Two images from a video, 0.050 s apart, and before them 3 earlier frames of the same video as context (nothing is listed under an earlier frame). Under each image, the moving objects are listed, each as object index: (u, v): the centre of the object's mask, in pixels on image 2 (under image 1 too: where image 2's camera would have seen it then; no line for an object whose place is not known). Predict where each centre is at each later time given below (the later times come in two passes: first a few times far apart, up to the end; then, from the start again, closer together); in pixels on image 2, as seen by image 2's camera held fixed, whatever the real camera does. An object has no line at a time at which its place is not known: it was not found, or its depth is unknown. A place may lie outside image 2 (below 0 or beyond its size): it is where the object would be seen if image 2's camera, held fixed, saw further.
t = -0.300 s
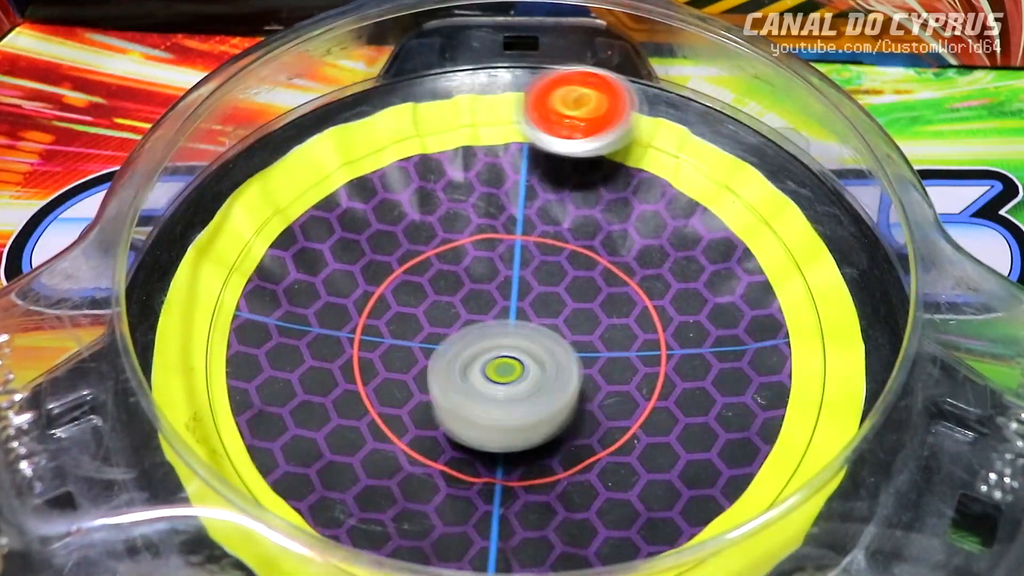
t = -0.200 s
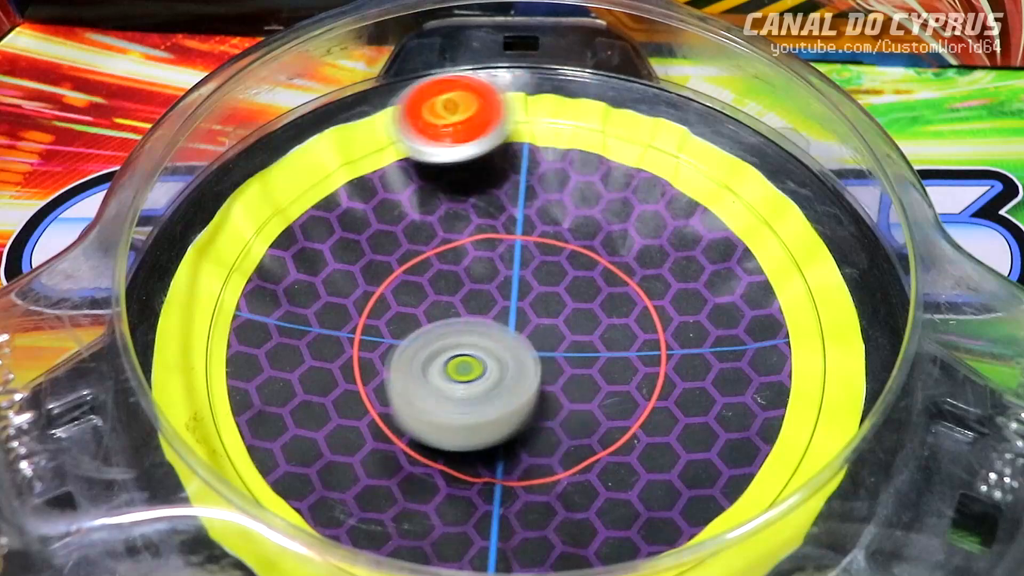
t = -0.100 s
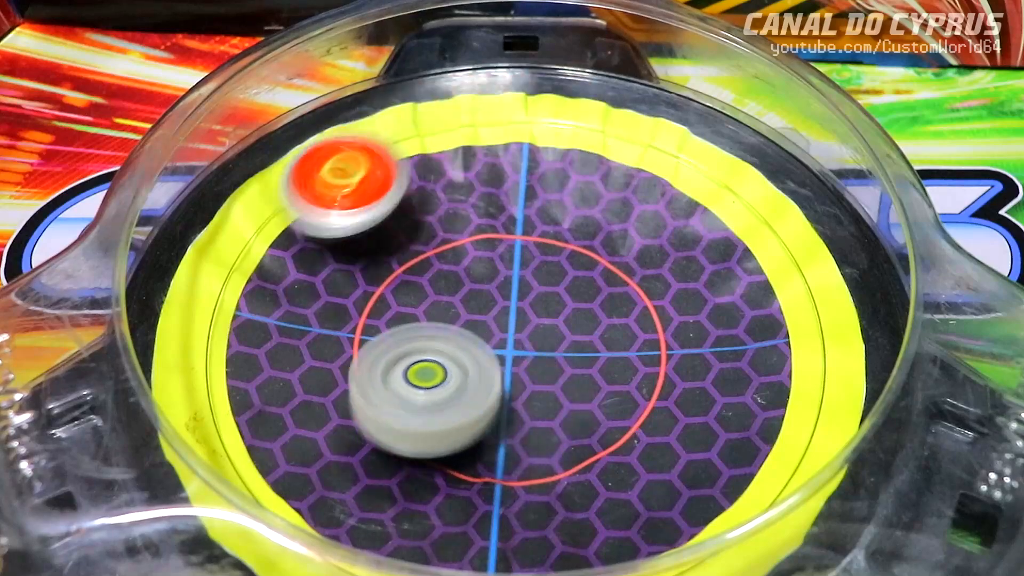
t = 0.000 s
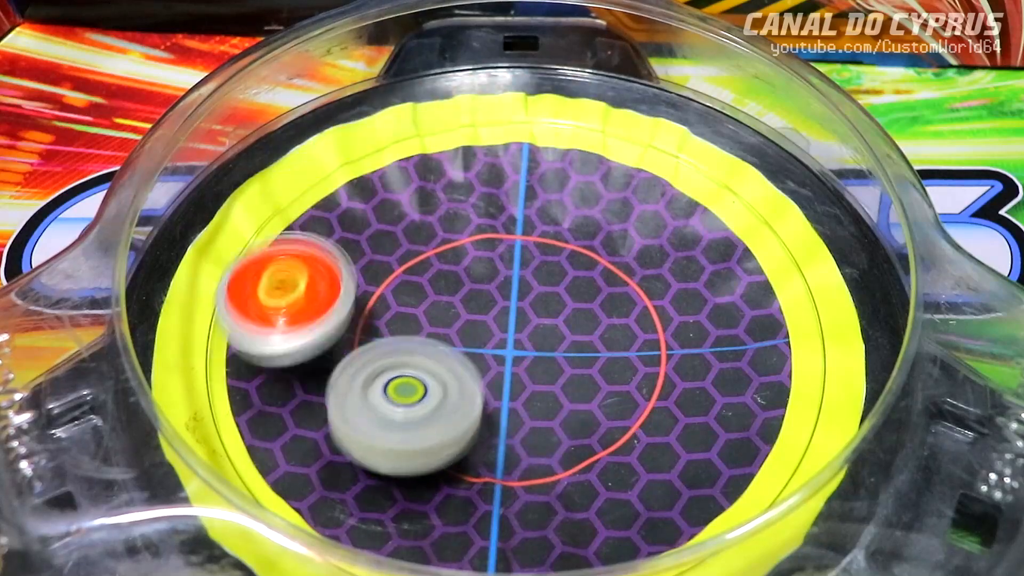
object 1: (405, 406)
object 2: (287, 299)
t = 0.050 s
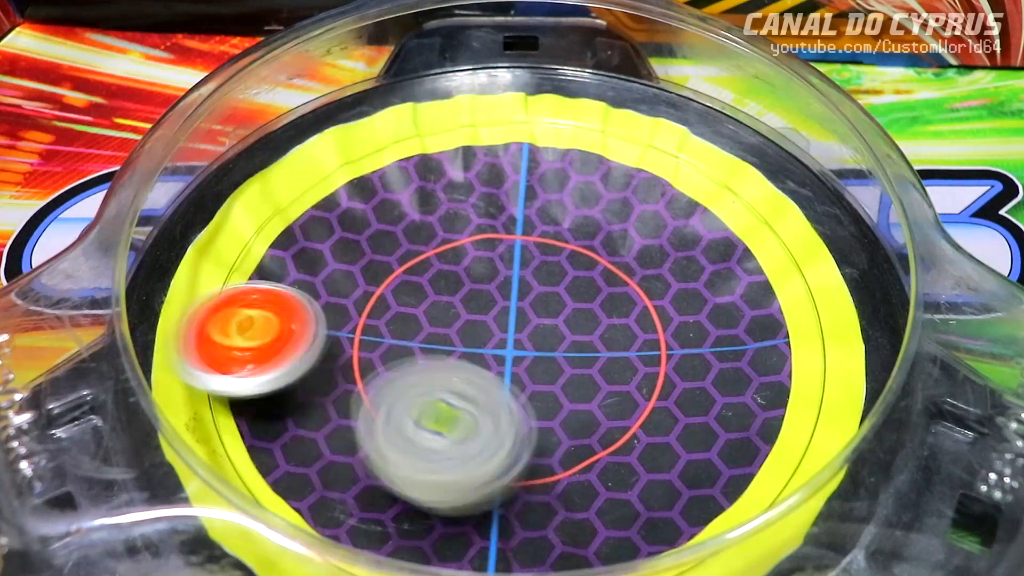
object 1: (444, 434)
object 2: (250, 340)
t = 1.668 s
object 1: (392, 339)
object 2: (582, 254)
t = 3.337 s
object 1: (458, 306)
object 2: (644, 420)
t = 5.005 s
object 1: (545, 225)
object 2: (449, 347)
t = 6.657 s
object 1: (646, 291)
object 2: (342, 332)
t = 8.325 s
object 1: (580, 342)
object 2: (461, 278)
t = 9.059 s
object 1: (612, 327)
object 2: (443, 260)
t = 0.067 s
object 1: (477, 450)
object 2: (221, 336)
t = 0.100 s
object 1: (537, 473)
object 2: (192, 324)
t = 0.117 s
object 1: (567, 481)
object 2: (190, 321)
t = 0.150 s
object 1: (620, 485)
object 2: (182, 329)
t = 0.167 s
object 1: (643, 482)
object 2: (183, 334)
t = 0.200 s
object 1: (683, 474)
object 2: (190, 339)
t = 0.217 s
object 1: (698, 468)
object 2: (199, 341)
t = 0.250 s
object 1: (725, 452)
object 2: (215, 353)
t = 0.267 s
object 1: (734, 441)
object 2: (228, 360)
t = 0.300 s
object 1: (747, 420)
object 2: (263, 364)
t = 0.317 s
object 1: (749, 406)
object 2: (282, 372)
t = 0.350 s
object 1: (748, 379)
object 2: (327, 381)
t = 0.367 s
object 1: (744, 365)
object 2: (352, 387)
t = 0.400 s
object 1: (732, 340)
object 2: (407, 390)
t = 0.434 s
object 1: (716, 315)
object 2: (460, 390)
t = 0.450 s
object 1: (705, 304)
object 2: (488, 388)
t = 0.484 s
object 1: (683, 285)
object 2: (535, 377)
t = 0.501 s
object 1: (669, 277)
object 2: (559, 371)
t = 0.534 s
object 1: (645, 259)
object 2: (594, 365)
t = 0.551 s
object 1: (635, 248)
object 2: (606, 368)
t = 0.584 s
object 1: (616, 229)
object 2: (622, 366)
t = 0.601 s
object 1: (607, 223)
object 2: (628, 366)
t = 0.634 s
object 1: (589, 213)
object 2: (633, 362)
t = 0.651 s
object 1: (579, 209)
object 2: (630, 356)
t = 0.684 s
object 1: (560, 206)
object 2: (625, 356)
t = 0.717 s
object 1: (539, 205)
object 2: (611, 343)
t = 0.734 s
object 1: (528, 206)
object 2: (603, 337)
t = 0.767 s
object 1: (507, 209)
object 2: (586, 335)
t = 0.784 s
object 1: (497, 210)
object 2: (576, 328)
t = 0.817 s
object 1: (480, 215)
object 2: (555, 323)
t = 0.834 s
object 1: (473, 218)
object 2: (545, 322)
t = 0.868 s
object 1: (460, 224)
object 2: (527, 321)
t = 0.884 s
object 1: (454, 225)
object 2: (522, 325)
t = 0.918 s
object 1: (439, 229)
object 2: (511, 333)
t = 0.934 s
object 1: (431, 232)
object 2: (505, 337)
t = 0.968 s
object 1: (416, 241)
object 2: (495, 344)
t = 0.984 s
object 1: (410, 245)
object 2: (489, 346)
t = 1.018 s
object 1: (397, 257)
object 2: (482, 350)
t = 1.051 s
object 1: (383, 264)
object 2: (488, 363)
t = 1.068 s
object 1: (375, 264)
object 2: (496, 373)
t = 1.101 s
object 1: (364, 267)
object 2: (518, 391)
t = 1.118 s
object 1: (360, 269)
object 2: (528, 398)
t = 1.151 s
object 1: (356, 274)
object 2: (549, 404)
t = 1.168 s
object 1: (354, 277)
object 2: (560, 409)
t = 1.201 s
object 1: (353, 283)
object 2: (577, 404)
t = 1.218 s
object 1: (354, 286)
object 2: (584, 406)
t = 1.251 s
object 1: (357, 293)
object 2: (594, 404)
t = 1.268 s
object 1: (358, 296)
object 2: (597, 403)
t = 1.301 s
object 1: (362, 302)
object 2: (596, 397)
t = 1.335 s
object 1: (366, 308)
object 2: (593, 390)
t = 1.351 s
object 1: (368, 311)
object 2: (591, 383)
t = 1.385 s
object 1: (374, 316)
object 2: (589, 372)
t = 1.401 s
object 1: (377, 318)
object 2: (587, 364)
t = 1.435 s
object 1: (383, 321)
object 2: (582, 347)
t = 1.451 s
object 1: (387, 322)
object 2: (578, 337)
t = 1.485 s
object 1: (394, 324)
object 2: (570, 321)
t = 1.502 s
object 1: (399, 325)
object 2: (566, 312)
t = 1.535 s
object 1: (407, 326)
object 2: (560, 296)
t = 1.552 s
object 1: (411, 327)
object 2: (556, 290)
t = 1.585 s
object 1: (418, 327)
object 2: (547, 281)
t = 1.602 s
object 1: (417, 328)
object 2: (547, 278)
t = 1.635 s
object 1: (400, 334)
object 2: (567, 266)
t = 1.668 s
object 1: (392, 339)
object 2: (582, 254)
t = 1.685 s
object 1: (390, 340)
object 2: (587, 249)
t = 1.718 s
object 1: (390, 342)
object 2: (591, 241)
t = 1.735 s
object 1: (392, 341)
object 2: (593, 239)
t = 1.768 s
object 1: (398, 339)
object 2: (592, 238)
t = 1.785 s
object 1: (402, 336)
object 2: (591, 239)
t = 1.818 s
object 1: (411, 332)
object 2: (587, 244)
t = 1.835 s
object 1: (416, 329)
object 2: (585, 247)
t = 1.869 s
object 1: (428, 324)
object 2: (577, 249)
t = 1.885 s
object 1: (433, 321)
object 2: (571, 249)
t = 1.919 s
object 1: (442, 315)
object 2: (562, 249)
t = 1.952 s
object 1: (443, 313)
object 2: (567, 250)
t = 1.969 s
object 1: (435, 312)
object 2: (582, 247)
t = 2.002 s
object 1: (419, 318)
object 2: (610, 243)
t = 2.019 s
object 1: (413, 317)
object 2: (622, 240)
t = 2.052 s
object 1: (403, 318)
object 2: (641, 238)
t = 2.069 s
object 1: (401, 316)
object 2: (648, 238)
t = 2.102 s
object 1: (401, 313)
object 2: (658, 240)
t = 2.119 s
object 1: (403, 312)
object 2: (662, 243)
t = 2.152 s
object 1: (413, 311)
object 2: (662, 247)
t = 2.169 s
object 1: (419, 310)
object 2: (661, 251)
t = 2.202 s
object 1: (432, 309)
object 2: (656, 257)
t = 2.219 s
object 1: (438, 309)
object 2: (650, 259)
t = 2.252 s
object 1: (452, 309)
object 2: (635, 266)
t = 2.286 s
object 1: (464, 308)
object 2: (616, 269)
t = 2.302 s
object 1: (469, 309)
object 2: (607, 273)
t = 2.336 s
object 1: (460, 311)
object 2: (608, 275)
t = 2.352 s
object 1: (455, 313)
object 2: (612, 275)
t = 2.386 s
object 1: (449, 318)
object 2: (619, 277)
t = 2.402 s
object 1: (447, 319)
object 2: (621, 277)
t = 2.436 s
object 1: (445, 323)
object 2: (624, 280)
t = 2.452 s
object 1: (447, 324)
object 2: (625, 283)
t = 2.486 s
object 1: (450, 326)
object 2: (624, 289)
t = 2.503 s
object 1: (453, 326)
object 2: (622, 292)
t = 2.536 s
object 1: (457, 328)
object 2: (617, 299)
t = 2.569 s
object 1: (462, 329)
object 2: (610, 304)
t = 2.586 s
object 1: (465, 329)
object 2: (606, 306)
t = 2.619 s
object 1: (461, 330)
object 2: (608, 308)
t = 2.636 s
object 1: (457, 331)
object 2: (611, 310)
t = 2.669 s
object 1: (451, 330)
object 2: (620, 315)
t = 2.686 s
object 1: (448, 329)
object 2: (624, 317)
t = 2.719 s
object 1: (446, 327)
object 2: (630, 321)
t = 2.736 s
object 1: (447, 326)
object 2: (634, 323)
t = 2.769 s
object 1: (450, 323)
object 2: (640, 328)
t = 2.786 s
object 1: (453, 321)
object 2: (642, 330)
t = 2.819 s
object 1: (460, 317)
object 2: (644, 335)
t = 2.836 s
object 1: (462, 316)
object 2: (644, 338)
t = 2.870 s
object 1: (469, 314)
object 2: (643, 342)
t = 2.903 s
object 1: (475, 312)
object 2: (640, 348)
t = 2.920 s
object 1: (478, 312)
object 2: (638, 350)
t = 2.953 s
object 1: (483, 313)
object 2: (632, 355)
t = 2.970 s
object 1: (485, 314)
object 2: (628, 357)
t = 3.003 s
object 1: (488, 317)
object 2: (621, 361)
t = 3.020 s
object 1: (488, 316)
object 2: (620, 364)
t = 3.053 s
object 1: (484, 315)
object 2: (623, 371)
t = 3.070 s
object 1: (482, 314)
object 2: (626, 374)
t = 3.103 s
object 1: (478, 312)
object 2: (627, 378)
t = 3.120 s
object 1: (476, 312)
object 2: (628, 380)
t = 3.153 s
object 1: (473, 311)
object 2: (630, 385)
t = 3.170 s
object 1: (470, 311)
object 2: (631, 388)
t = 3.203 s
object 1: (467, 311)
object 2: (634, 394)
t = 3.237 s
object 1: (462, 310)
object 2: (636, 403)
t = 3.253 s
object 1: (460, 310)
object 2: (637, 409)
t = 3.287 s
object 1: (457, 309)
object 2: (639, 418)
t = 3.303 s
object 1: (456, 309)
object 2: (641, 420)
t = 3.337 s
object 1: (458, 306)
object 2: (644, 420)
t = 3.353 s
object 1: (458, 306)
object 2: (647, 420)
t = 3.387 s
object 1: (462, 303)
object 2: (652, 418)
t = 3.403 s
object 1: (464, 301)
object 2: (654, 418)
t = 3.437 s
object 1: (470, 298)
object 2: (656, 417)
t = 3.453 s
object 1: (472, 296)
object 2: (656, 417)
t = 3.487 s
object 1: (478, 294)
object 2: (652, 417)
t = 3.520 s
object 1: (481, 293)
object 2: (646, 417)
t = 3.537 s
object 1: (484, 293)
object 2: (642, 417)
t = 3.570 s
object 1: (485, 294)
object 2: (634, 416)
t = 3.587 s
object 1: (486, 296)
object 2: (629, 415)
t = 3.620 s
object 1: (488, 300)
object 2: (616, 415)
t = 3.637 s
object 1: (489, 301)
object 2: (609, 416)
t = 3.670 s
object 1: (489, 305)
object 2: (588, 414)
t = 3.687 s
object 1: (489, 307)
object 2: (576, 411)
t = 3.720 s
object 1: (487, 306)
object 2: (556, 409)
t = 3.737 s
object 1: (484, 303)
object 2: (551, 414)
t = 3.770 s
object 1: (481, 295)
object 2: (538, 423)
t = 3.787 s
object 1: (480, 292)
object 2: (534, 427)
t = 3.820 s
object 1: (480, 288)
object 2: (531, 435)
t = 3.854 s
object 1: (483, 286)
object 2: (530, 442)
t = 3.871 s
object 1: (483, 286)
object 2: (528, 446)
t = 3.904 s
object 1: (487, 287)
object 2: (521, 453)
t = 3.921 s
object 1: (489, 287)
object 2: (516, 455)
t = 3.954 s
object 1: (493, 288)
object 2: (502, 455)
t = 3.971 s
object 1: (493, 289)
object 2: (495, 451)
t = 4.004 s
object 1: (497, 290)
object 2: (484, 441)
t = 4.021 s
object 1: (497, 291)
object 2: (483, 435)
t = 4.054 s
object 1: (499, 292)
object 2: (481, 422)
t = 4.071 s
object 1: (498, 293)
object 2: (481, 417)
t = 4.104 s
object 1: (499, 293)
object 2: (480, 407)
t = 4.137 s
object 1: (501, 290)
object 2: (472, 409)
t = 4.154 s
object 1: (502, 286)
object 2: (465, 414)
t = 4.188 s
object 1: (506, 277)
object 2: (453, 423)
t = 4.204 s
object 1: (507, 274)
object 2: (449, 426)
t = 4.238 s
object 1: (508, 269)
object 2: (443, 426)
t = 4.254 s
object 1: (510, 268)
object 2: (441, 425)
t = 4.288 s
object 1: (511, 265)
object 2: (441, 420)
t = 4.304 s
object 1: (512, 264)
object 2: (442, 416)
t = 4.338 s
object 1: (511, 263)
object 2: (447, 407)
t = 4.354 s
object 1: (513, 262)
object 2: (449, 405)
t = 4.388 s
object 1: (512, 261)
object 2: (458, 397)
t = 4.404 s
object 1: (512, 260)
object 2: (464, 393)
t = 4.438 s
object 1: (512, 260)
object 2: (477, 386)
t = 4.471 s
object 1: (512, 260)
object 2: (487, 382)
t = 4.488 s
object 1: (511, 260)
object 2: (491, 380)
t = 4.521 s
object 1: (511, 259)
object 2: (498, 375)
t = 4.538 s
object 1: (510, 259)
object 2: (500, 372)
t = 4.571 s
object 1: (512, 252)
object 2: (500, 376)
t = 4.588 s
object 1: (514, 250)
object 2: (500, 379)
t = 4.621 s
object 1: (517, 247)
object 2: (497, 379)
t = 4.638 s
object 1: (518, 246)
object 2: (496, 380)
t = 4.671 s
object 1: (520, 246)
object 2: (494, 374)
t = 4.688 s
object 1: (521, 245)
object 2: (491, 371)
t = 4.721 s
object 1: (523, 244)
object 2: (489, 359)
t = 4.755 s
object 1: (527, 241)
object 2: (481, 348)
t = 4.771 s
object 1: (531, 236)
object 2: (474, 350)
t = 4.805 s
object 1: (539, 226)
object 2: (459, 354)
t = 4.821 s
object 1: (542, 224)
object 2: (453, 355)
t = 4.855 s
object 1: (544, 222)
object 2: (444, 356)
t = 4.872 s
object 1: (545, 222)
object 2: (440, 355)
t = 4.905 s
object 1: (545, 222)
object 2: (438, 354)
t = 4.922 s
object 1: (545, 222)
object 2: (438, 353)
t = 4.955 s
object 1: (545, 223)
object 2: (440, 350)
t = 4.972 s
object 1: (545, 224)
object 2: (442, 350)
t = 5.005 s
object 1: (545, 225)
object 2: (449, 347)
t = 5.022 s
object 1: (546, 226)
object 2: (452, 347)
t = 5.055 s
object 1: (547, 228)
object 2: (457, 346)
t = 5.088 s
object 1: (547, 230)
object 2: (464, 347)
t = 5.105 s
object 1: (547, 231)
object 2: (467, 347)
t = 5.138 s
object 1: (549, 233)
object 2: (471, 348)
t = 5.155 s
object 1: (548, 234)
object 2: (473, 348)
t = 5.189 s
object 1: (548, 236)
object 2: (476, 349)
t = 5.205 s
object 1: (550, 238)
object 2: (477, 349)
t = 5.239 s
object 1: (549, 239)
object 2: (477, 350)
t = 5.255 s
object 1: (549, 240)
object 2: (477, 351)
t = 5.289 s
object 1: (550, 243)
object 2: (474, 352)
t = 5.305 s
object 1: (549, 244)
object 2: (472, 352)
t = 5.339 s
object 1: (548, 247)
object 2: (468, 352)
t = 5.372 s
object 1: (548, 250)
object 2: (461, 350)
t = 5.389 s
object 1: (547, 251)
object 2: (458, 349)
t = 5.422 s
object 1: (547, 255)
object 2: (452, 345)
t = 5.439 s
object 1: (546, 256)
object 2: (450, 340)
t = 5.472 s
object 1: (550, 257)
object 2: (440, 339)
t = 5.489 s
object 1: (555, 257)
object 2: (434, 340)
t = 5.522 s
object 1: (563, 259)
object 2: (424, 341)
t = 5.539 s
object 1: (567, 261)
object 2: (421, 341)
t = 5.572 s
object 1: (572, 266)
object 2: (422, 340)
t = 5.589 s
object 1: (572, 268)
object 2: (425, 340)
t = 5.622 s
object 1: (575, 274)
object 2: (436, 340)
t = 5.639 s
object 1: (577, 276)
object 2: (443, 339)
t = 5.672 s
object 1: (580, 280)
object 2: (456, 336)
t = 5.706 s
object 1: (594, 280)
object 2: (452, 339)
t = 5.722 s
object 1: (599, 280)
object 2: (450, 341)
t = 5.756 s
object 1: (605, 281)
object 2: (450, 342)
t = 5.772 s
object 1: (608, 281)
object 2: (451, 343)
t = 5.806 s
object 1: (609, 282)
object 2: (455, 343)
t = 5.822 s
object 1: (608, 283)
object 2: (457, 343)
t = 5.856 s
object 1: (607, 283)
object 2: (462, 342)
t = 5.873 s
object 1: (605, 284)
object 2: (465, 342)
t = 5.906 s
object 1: (602, 285)
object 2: (471, 341)
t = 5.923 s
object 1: (599, 285)
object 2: (474, 341)
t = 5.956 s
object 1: (601, 285)
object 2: (470, 342)
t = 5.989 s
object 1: (605, 285)
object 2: (466, 344)
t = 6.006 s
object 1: (605, 286)
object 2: (464, 345)
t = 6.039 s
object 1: (606, 288)
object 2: (462, 344)
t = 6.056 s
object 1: (605, 289)
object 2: (463, 343)
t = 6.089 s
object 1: (603, 293)
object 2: (464, 341)
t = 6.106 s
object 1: (602, 294)
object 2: (464, 340)
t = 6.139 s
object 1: (602, 296)
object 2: (464, 338)
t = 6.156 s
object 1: (607, 296)
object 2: (457, 338)
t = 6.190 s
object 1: (615, 297)
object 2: (444, 339)
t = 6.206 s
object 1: (617, 297)
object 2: (439, 339)
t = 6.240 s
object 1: (620, 300)
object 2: (434, 338)
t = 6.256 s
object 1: (620, 302)
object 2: (433, 338)
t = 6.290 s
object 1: (620, 306)
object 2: (434, 336)
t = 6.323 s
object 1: (618, 309)
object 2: (440, 334)
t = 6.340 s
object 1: (616, 310)
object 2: (443, 333)
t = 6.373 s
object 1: (613, 314)
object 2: (453, 332)
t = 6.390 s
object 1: (611, 315)
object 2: (459, 331)
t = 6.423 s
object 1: (610, 317)
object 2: (463, 331)
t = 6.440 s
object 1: (618, 317)
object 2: (451, 331)
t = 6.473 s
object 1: (629, 315)
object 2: (427, 328)
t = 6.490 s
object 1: (633, 313)
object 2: (416, 328)
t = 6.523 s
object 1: (639, 307)
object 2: (390, 324)
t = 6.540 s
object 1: (642, 305)
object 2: (378, 323)
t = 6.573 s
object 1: (644, 297)
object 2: (358, 321)
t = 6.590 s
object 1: (645, 295)
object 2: (352, 321)
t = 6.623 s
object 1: (647, 290)
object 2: (343, 326)
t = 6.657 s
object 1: (646, 291)
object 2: (342, 332)
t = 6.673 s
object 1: (645, 293)
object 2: (344, 337)
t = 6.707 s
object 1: (636, 300)
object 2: (353, 345)
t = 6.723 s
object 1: (629, 306)
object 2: (358, 348)
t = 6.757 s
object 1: (615, 317)
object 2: (374, 355)
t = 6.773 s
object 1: (608, 322)
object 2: (380, 357)
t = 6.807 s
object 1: (595, 330)
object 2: (397, 363)
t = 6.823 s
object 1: (590, 334)
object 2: (402, 365)
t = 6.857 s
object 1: (579, 338)
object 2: (413, 367)
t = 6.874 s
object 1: (574, 341)
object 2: (418, 366)
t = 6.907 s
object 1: (574, 344)
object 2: (424, 365)
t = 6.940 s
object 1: (589, 345)
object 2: (409, 363)
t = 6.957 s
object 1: (599, 348)
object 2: (403, 361)
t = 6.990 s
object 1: (612, 351)
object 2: (395, 354)
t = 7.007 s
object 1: (620, 354)
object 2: (396, 348)
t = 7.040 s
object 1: (632, 357)
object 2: (400, 339)
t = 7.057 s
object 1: (637, 359)
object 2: (404, 334)
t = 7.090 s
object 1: (645, 359)
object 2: (410, 325)
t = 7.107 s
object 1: (647, 360)
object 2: (415, 321)
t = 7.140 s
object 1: (649, 360)
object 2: (421, 315)
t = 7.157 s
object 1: (646, 361)
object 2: (426, 313)
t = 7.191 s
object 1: (635, 363)
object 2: (433, 310)
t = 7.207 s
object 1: (626, 365)
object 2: (438, 310)
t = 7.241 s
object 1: (604, 365)
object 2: (445, 309)
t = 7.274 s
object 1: (580, 363)
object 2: (451, 309)
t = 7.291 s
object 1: (576, 368)
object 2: (444, 302)
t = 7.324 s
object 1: (587, 378)
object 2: (411, 276)
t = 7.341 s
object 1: (590, 383)
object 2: (396, 264)
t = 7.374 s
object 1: (593, 387)
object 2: (374, 243)
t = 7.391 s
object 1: (594, 388)
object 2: (367, 238)
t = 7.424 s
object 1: (595, 388)
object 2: (357, 225)
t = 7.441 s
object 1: (596, 389)
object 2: (355, 223)
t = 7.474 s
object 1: (597, 388)
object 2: (357, 220)
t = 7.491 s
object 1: (598, 389)
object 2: (361, 221)
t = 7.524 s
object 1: (597, 388)
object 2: (370, 228)
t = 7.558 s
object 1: (597, 387)
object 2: (381, 239)
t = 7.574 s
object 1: (597, 387)
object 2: (385, 244)
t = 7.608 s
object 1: (596, 386)
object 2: (395, 258)
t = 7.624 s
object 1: (594, 385)
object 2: (399, 264)
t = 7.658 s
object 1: (594, 383)
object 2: (408, 280)
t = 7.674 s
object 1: (592, 383)
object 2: (413, 286)
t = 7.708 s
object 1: (590, 381)
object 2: (422, 299)
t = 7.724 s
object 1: (588, 380)
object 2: (429, 305)
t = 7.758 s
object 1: (585, 378)
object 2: (444, 315)
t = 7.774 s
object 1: (584, 377)
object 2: (452, 318)
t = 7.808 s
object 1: (598, 383)
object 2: (451, 308)
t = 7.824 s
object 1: (609, 389)
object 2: (440, 296)
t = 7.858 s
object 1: (622, 395)
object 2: (425, 277)
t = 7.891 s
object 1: (627, 400)
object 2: (416, 263)
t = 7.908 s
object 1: (626, 401)
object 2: (414, 254)
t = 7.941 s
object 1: (625, 399)
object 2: (414, 244)
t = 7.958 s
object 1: (624, 398)
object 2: (414, 239)
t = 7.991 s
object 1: (621, 393)
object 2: (416, 235)
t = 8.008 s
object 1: (620, 392)
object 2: (417, 234)
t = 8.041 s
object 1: (617, 387)
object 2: (424, 235)
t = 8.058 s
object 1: (615, 384)
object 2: (426, 236)
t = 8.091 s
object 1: (612, 379)
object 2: (433, 239)
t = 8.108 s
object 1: (609, 376)
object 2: (435, 242)
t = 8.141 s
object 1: (605, 371)
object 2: (441, 247)
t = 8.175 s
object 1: (601, 366)
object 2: (447, 255)
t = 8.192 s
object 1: (598, 363)
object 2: (448, 258)
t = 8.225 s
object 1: (594, 358)
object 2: (451, 265)
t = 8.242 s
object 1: (592, 355)
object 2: (452, 268)
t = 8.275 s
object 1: (587, 351)
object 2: (456, 272)
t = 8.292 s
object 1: (584, 347)
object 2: (458, 274)
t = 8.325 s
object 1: (580, 342)
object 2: (461, 278)
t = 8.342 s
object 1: (578, 341)
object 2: (461, 277)
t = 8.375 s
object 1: (592, 347)
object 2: (445, 261)
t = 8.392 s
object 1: (596, 350)
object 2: (438, 256)
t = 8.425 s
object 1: (599, 352)
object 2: (429, 245)
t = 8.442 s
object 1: (601, 353)
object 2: (427, 243)
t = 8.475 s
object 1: (600, 353)
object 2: (425, 239)
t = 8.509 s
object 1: (598, 351)
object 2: (427, 236)
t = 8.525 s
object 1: (597, 350)
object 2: (429, 236)
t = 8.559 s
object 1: (593, 347)
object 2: (436, 237)
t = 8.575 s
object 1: (593, 345)
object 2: (440, 239)
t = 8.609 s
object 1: (591, 341)
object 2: (447, 243)
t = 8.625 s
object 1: (589, 338)
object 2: (450, 245)
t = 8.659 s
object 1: (586, 334)
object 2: (458, 251)
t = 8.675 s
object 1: (584, 331)
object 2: (463, 254)
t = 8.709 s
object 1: (582, 328)
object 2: (469, 260)
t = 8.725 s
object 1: (581, 328)
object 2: (470, 260)
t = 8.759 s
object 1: (588, 331)
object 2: (466, 256)
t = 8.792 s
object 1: (589, 331)
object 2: (464, 254)
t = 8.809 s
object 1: (588, 331)
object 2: (464, 253)
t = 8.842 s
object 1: (588, 328)
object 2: (465, 254)
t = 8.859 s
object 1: (589, 328)
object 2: (466, 256)
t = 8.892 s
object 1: (588, 326)
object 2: (469, 260)
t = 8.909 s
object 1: (589, 325)
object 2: (470, 262)
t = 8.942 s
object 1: (591, 324)
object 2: (469, 265)
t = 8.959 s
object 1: (592, 322)
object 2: (468, 266)
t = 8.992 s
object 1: (592, 321)
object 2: (467, 269)
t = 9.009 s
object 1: (593, 320)
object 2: (467, 271)
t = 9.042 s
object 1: (608, 325)
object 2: (449, 264)
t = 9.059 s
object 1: (612, 327)
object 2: (443, 260)
